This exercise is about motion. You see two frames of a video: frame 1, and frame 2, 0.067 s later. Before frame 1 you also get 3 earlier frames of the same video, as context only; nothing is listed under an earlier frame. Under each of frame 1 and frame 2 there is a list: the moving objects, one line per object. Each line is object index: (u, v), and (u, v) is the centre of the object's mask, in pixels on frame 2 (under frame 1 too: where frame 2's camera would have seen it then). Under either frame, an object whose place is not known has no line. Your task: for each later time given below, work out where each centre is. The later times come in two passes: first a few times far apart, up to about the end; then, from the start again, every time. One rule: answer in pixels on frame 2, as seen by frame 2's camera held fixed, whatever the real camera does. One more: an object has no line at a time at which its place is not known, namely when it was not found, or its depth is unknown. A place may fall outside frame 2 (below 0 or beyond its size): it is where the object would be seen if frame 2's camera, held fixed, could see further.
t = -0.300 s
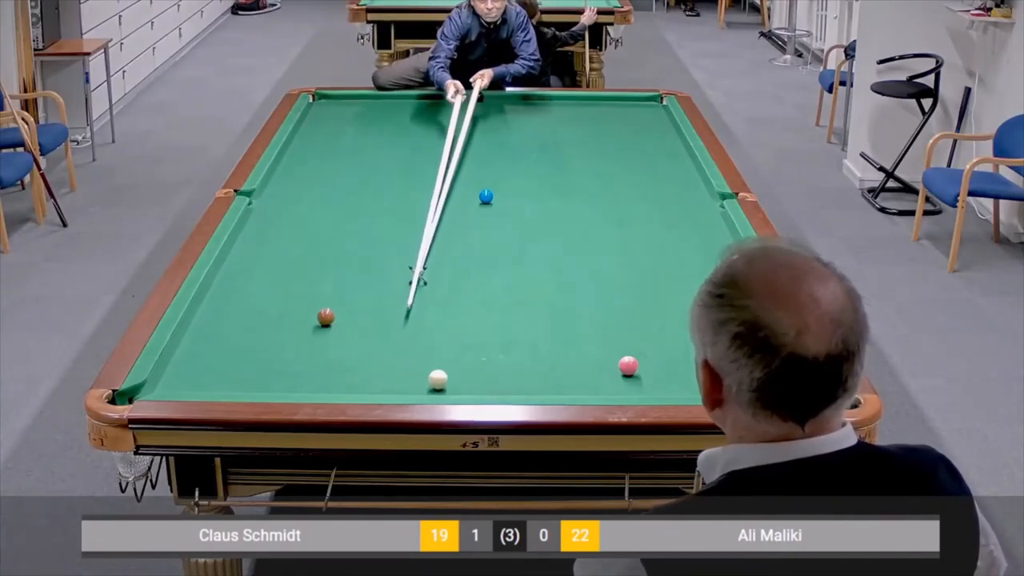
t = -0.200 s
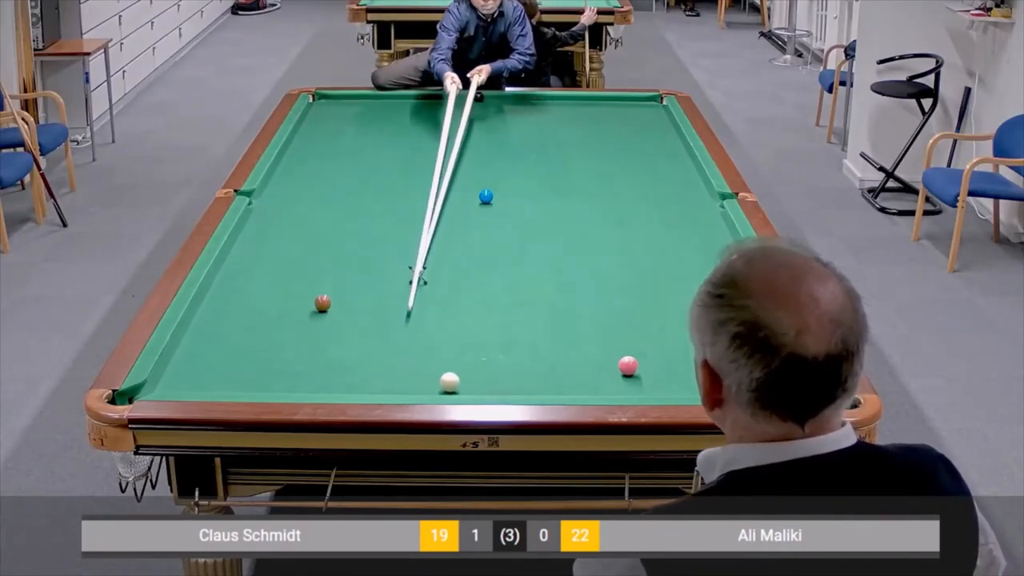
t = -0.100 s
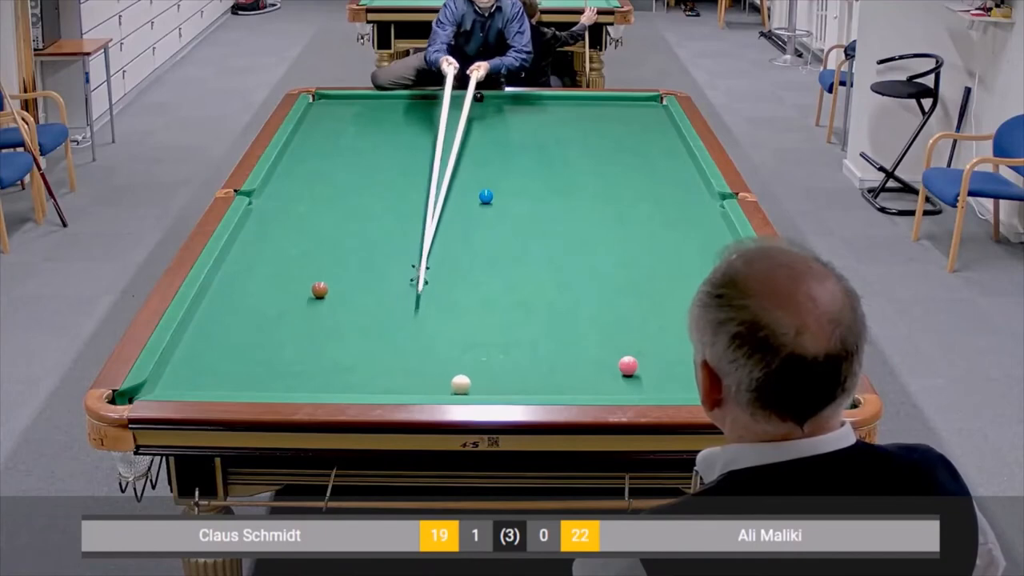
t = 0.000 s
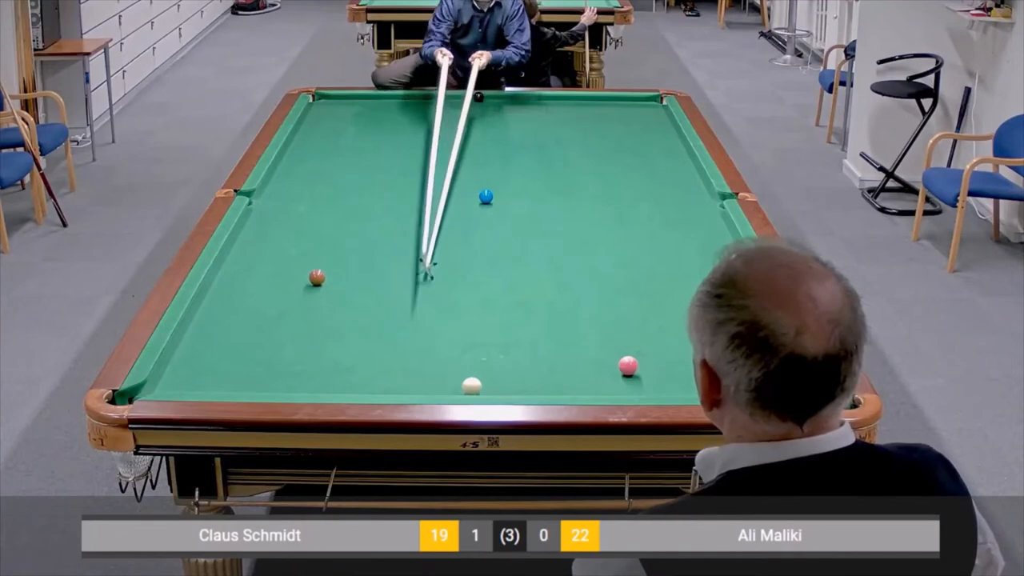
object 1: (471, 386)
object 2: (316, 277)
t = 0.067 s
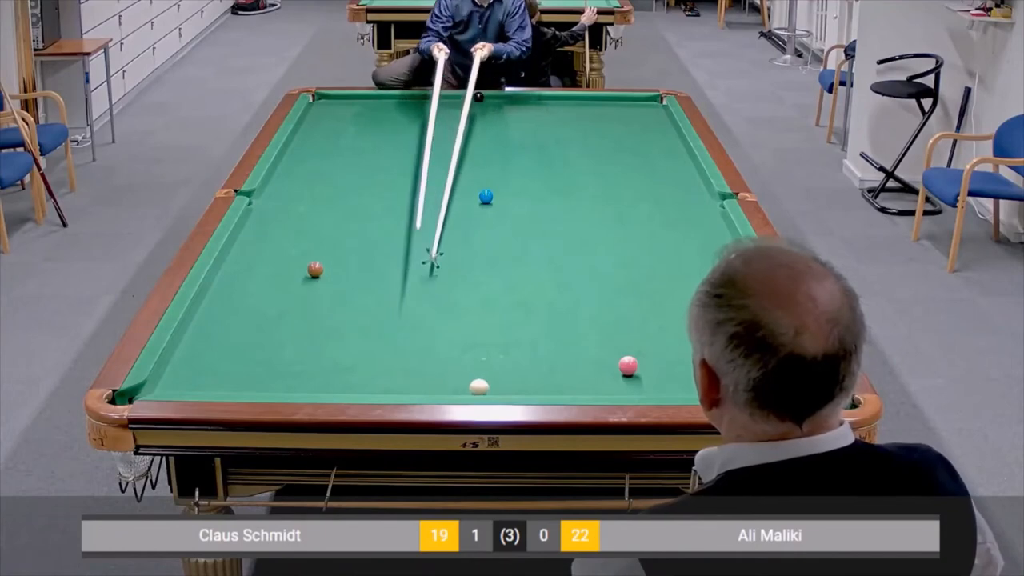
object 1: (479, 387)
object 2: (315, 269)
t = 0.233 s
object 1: (496, 390)
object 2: (311, 251)
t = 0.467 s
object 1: (518, 390)
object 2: (305, 228)
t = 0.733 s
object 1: (538, 388)
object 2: (300, 205)
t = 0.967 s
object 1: (553, 387)
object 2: (295, 188)
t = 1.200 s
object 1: (566, 386)
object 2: (291, 172)
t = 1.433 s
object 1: (578, 386)
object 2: (287, 158)
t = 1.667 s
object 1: (587, 385)
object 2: (290, 145)
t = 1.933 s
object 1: (595, 385)
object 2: (303, 132)
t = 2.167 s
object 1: (600, 385)
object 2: (313, 122)
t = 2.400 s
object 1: (603, 384)
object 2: (321, 113)
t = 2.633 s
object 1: (604, 385)
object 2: (329, 104)
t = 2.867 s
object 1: (604, 384)
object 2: (337, 97)
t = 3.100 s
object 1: (604, 384)
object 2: (338, 101)
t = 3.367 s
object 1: (603, 384)
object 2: (340, 106)
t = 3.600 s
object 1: (604, 384)
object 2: (341, 110)
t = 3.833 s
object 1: (603, 384)
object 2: (343, 114)
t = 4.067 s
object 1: (604, 384)
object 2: (344, 118)
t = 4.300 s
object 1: (604, 384)
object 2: (345, 121)
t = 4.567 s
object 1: (603, 384)
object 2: (346, 125)
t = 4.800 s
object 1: (603, 384)
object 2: (348, 128)
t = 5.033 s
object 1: (603, 384)
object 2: (349, 131)
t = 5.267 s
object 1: (603, 384)
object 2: (350, 134)
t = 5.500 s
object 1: (603, 384)
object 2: (351, 136)
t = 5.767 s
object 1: (603, 384)
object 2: (352, 138)
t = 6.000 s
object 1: (603, 384)
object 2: (352, 140)
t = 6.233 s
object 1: (603, 384)
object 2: (353, 142)
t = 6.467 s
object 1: (603, 384)
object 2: (353, 143)
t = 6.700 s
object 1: (603, 384)
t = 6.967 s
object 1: (603, 384)
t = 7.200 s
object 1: (603, 384)
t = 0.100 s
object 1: (482, 387)
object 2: (314, 266)
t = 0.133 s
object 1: (486, 388)
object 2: (313, 262)
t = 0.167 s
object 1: (489, 388)
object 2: (312, 259)
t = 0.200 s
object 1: (493, 389)
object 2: (311, 255)
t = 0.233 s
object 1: (496, 390)
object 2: (311, 251)
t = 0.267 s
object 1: (500, 390)
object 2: (310, 248)
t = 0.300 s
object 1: (503, 390)
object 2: (309, 245)
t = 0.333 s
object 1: (507, 391)
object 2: (308, 241)
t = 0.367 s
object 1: (510, 391)
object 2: (307, 238)
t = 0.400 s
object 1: (512, 390)
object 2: (307, 234)
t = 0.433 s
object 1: (515, 390)
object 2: (306, 231)
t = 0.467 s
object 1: (518, 390)
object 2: (305, 228)
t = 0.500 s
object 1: (520, 390)
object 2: (304, 225)
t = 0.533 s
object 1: (522, 389)
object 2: (304, 222)
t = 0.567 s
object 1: (525, 389)
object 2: (303, 219)
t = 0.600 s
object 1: (528, 389)
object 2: (302, 216)
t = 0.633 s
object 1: (530, 389)
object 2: (302, 213)
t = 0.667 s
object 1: (533, 389)
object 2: (301, 211)
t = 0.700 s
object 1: (535, 388)
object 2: (300, 208)
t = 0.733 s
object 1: (538, 388)
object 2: (300, 205)
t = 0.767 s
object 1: (540, 388)
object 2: (299, 203)
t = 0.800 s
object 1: (542, 388)
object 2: (298, 200)
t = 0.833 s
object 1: (544, 388)
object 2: (298, 198)
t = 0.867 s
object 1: (546, 387)
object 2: (297, 195)
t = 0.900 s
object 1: (549, 388)
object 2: (296, 192)
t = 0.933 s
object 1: (551, 387)
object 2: (296, 190)
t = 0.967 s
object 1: (553, 387)
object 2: (295, 188)
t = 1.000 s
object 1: (555, 387)
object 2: (294, 185)
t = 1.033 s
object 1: (557, 387)
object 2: (294, 183)
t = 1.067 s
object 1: (559, 387)
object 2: (293, 181)
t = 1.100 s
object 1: (561, 387)
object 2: (293, 178)
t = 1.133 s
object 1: (563, 387)
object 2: (292, 176)
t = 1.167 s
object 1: (565, 386)
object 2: (292, 174)
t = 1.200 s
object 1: (566, 386)
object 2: (291, 172)
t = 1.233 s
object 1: (568, 386)
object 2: (290, 170)
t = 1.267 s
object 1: (570, 386)
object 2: (290, 168)
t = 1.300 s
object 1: (571, 386)
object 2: (289, 166)
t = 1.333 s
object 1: (573, 386)
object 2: (289, 163)
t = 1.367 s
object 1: (575, 386)
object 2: (288, 161)
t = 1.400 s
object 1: (576, 386)
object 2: (288, 160)
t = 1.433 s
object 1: (578, 386)
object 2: (287, 158)
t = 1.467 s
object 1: (579, 386)
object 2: (287, 156)
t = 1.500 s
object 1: (581, 386)
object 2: (286, 154)
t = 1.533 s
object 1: (582, 386)
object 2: (286, 152)
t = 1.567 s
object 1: (583, 386)
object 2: (286, 150)
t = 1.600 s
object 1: (584, 386)
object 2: (287, 148)
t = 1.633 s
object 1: (586, 386)
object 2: (289, 146)
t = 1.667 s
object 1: (587, 385)
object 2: (290, 145)
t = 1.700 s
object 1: (588, 385)
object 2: (292, 143)
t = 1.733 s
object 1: (589, 385)
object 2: (293, 141)
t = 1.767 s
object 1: (590, 385)
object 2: (295, 140)
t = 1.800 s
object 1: (592, 385)
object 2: (297, 138)
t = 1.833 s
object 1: (593, 385)
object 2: (299, 137)
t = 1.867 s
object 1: (593, 385)
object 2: (300, 135)
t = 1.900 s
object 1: (594, 385)
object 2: (301, 134)
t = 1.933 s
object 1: (595, 385)
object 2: (303, 132)
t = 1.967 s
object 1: (596, 385)
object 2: (304, 131)
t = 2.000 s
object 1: (597, 385)
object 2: (306, 129)
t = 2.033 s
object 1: (598, 385)
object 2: (307, 128)
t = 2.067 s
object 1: (598, 385)
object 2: (308, 126)
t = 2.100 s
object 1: (599, 385)
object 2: (310, 125)
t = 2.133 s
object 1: (600, 385)
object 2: (311, 123)
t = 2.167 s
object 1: (600, 385)
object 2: (313, 122)
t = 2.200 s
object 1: (601, 385)
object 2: (314, 121)
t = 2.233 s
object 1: (601, 385)
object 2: (315, 119)
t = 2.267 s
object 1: (602, 385)
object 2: (317, 118)
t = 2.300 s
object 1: (602, 385)
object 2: (318, 117)
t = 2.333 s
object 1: (603, 385)
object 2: (319, 115)
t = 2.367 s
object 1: (603, 385)
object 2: (320, 114)
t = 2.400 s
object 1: (603, 384)
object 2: (321, 113)
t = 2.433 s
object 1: (603, 385)
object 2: (323, 112)
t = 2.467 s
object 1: (603, 385)
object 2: (324, 111)
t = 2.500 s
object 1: (603, 384)
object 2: (325, 109)
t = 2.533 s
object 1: (603, 385)
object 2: (326, 108)
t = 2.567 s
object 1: (604, 385)
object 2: (327, 107)
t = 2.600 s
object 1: (604, 384)
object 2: (328, 106)
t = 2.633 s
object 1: (604, 385)
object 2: (329, 104)
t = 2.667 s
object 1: (604, 385)
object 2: (331, 103)
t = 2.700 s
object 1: (604, 385)
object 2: (332, 102)
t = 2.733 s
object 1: (604, 384)
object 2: (333, 101)
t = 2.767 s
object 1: (603, 384)
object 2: (334, 100)
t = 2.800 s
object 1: (604, 384)
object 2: (335, 99)
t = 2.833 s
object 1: (604, 384)
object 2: (336, 98)
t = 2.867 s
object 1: (604, 384)
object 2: (337, 97)
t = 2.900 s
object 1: (604, 384)
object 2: (337, 98)
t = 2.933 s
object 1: (604, 384)
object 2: (337, 98)
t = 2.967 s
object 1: (604, 384)
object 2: (337, 98)
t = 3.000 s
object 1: (603, 384)
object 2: (338, 99)
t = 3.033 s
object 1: (603, 384)
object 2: (338, 100)
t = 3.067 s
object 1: (604, 384)
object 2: (338, 100)
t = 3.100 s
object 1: (604, 384)
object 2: (338, 101)
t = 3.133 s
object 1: (603, 384)
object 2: (338, 101)
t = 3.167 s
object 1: (603, 384)
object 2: (339, 102)
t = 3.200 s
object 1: (603, 384)
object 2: (339, 103)
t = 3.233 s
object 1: (603, 384)
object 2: (339, 103)
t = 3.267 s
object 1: (604, 384)
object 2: (339, 104)
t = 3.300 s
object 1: (603, 384)
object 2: (339, 105)
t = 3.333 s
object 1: (603, 384)
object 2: (340, 105)
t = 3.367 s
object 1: (603, 384)
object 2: (340, 106)
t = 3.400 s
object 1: (603, 384)
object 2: (340, 106)
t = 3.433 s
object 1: (603, 384)
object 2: (340, 107)
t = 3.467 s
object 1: (603, 384)
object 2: (340, 108)
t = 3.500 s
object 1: (603, 384)
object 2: (340, 108)
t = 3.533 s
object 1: (603, 384)
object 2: (341, 109)
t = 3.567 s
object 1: (603, 384)
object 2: (341, 109)
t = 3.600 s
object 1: (604, 384)
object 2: (341, 110)
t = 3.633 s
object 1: (604, 384)
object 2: (341, 110)
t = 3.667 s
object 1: (603, 384)
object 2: (341, 111)
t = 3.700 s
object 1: (604, 384)
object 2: (342, 111)
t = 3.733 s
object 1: (603, 384)
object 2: (342, 112)
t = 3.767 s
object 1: (603, 384)
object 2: (342, 113)
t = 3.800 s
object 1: (603, 384)
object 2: (342, 113)
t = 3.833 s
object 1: (603, 384)
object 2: (343, 114)
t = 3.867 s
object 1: (603, 384)
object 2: (343, 114)
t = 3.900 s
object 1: (603, 384)
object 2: (343, 115)
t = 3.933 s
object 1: (603, 384)
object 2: (343, 115)
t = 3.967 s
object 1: (603, 384)
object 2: (343, 116)
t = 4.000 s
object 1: (603, 384)
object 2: (343, 117)
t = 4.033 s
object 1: (604, 384)
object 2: (343, 117)
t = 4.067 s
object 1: (604, 384)
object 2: (344, 118)
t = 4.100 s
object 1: (604, 384)
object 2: (344, 118)
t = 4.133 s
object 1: (603, 384)
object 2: (344, 119)
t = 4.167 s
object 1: (604, 384)
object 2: (344, 119)
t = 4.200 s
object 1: (604, 384)
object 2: (345, 120)
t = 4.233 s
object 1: (603, 384)
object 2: (345, 120)
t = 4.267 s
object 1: (604, 384)
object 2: (345, 121)
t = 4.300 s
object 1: (604, 384)
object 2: (345, 121)
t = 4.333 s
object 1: (603, 384)
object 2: (345, 122)
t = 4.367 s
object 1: (603, 384)
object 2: (345, 122)
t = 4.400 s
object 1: (604, 384)
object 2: (345, 123)
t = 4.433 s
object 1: (603, 384)
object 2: (346, 123)
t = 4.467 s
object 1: (604, 384)
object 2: (346, 123)
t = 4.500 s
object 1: (604, 384)
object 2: (346, 124)
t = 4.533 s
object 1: (603, 384)
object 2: (346, 124)
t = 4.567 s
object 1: (603, 384)
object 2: (346, 125)
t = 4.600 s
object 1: (604, 384)
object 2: (346, 125)
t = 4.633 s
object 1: (604, 384)
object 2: (347, 126)
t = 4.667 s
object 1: (604, 384)
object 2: (347, 126)
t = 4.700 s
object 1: (604, 384)
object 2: (347, 126)
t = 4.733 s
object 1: (604, 384)
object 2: (348, 127)
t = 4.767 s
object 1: (604, 384)
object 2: (348, 128)
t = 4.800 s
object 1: (603, 384)
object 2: (348, 128)
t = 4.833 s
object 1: (603, 384)
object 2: (348, 128)
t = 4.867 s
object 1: (603, 384)
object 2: (348, 129)
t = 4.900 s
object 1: (604, 384)
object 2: (349, 129)
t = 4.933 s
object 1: (603, 384)
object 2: (349, 130)
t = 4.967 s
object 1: (604, 384)
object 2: (349, 130)
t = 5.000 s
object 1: (603, 384)
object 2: (349, 131)
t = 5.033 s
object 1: (603, 384)
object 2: (349, 131)
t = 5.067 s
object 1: (603, 384)
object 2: (349, 131)
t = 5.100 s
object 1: (604, 384)
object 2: (349, 132)
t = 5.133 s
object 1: (603, 384)
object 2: (350, 132)
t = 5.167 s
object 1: (603, 384)
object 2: (350, 133)
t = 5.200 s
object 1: (603, 384)
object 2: (350, 133)
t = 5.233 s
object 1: (603, 384)
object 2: (350, 133)
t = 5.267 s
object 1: (603, 384)
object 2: (350, 134)
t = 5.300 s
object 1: (603, 384)
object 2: (351, 134)
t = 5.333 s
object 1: (603, 384)
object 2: (351, 134)
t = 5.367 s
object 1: (603, 384)
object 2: (351, 135)
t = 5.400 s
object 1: (603, 384)
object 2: (351, 135)
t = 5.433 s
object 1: (603, 384)
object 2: (351, 135)
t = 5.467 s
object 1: (603, 384)
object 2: (351, 136)
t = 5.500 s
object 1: (603, 384)
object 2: (351, 136)
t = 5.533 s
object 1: (603, 384)
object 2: (351, 136)
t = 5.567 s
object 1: (603, 384)
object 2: (351, 137)
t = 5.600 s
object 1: (603, 384)
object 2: (351, 137)
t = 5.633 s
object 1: (603, 384)
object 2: (352, 137)
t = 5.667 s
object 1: (603, 384)
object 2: (352, 138)
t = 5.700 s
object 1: (603, 384)
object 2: (352, 138)
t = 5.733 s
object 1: (603, 384)
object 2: (352, 138)
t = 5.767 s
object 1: (603, 384)
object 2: (352, 138)
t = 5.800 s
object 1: (603, 384)
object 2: (352, 139)
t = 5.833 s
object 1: (603, 384)
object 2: (352, 139)
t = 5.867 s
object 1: (603, 384)
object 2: (352, 139)
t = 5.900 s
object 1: (603, 384)
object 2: (352, 139)
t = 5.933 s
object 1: (603, 384)
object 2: (352, 140)
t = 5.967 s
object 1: (603, 384)
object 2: (352, 140)
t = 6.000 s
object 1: (603, 384)
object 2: (352, 140)
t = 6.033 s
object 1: (603, 384)
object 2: (352, 140)
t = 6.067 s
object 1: (603, 384)
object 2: (352, 141)
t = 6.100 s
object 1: (603, 384)
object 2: (352, 141)
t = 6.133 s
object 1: (603, 384)
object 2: (352, 141)
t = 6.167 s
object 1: (603, 384)
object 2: (352, 141)
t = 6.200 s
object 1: (603, 384)
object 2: (352, 141)
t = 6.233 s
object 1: (603, 384)
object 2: (353, 142)
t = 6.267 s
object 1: (603, 384)
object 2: (353, 142)
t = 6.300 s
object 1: (603, 384)
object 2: (353, 142)
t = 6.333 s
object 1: (603, 384)
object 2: (353, 142)
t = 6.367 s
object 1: (603, 384)
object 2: (353, 142)
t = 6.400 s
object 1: (603, 384)
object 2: (353, 142)
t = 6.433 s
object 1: (603, 384)
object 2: (353, 143)
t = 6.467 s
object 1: (603, 384)
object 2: (353, 143)
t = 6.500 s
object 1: (603, 384)
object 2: (353, 143)
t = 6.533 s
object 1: (603, 384)
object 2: (353, 143)
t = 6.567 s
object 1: (603, 384)
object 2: (353, 143)
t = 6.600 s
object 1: (603, 384)
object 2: (353, 144)
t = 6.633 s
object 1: (603, 384)
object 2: (353, 144)
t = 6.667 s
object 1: (603, 384)
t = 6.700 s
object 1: (603, 384)
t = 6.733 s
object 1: (603, 384)
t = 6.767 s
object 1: (603, 384)
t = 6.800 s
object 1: (603, 384)
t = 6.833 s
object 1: (603, 384)
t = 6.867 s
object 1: (603, 384)
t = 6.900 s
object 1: (603, 384)
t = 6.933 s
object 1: (603, 384)
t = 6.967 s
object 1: (603, 384)
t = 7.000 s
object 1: (603, 384)
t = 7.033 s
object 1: (603, 384)
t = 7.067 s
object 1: (603, 384)
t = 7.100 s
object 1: (603, 384)
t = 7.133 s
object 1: (603, 384)
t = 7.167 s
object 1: (603, 384)
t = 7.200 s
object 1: (603, 384)
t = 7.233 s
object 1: (603, 384)
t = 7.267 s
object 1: (603, 384)
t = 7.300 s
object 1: (603, 384)
